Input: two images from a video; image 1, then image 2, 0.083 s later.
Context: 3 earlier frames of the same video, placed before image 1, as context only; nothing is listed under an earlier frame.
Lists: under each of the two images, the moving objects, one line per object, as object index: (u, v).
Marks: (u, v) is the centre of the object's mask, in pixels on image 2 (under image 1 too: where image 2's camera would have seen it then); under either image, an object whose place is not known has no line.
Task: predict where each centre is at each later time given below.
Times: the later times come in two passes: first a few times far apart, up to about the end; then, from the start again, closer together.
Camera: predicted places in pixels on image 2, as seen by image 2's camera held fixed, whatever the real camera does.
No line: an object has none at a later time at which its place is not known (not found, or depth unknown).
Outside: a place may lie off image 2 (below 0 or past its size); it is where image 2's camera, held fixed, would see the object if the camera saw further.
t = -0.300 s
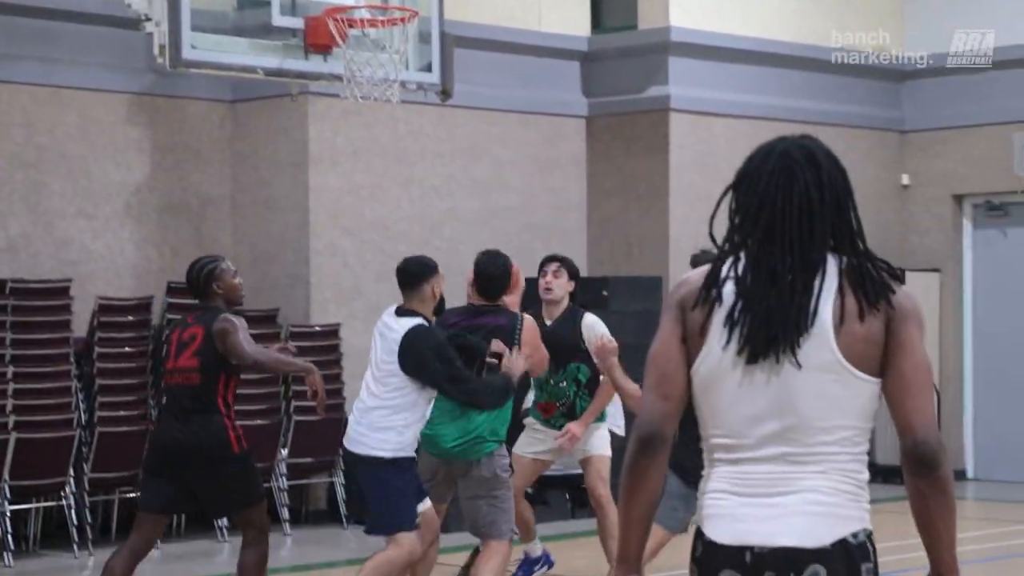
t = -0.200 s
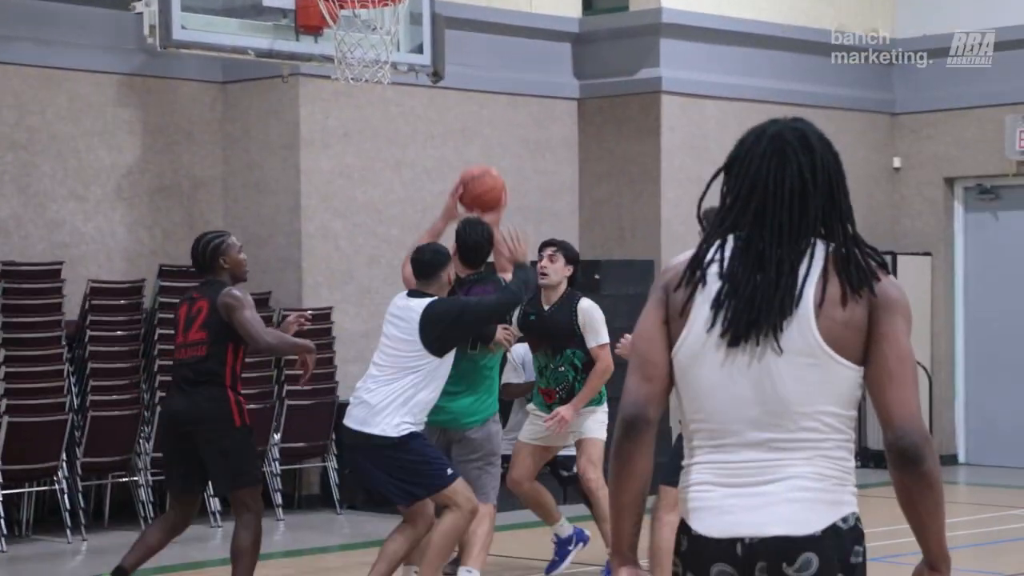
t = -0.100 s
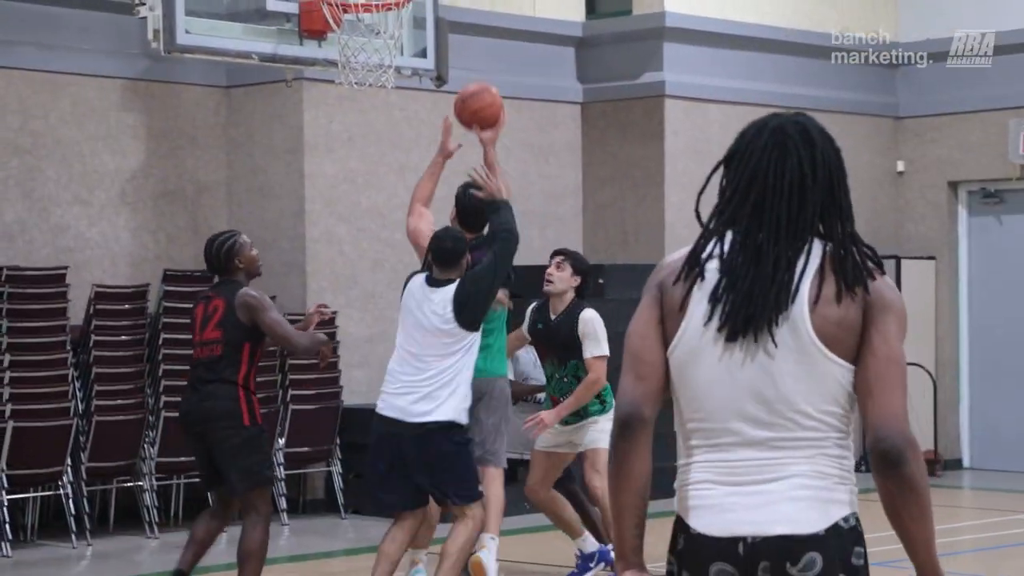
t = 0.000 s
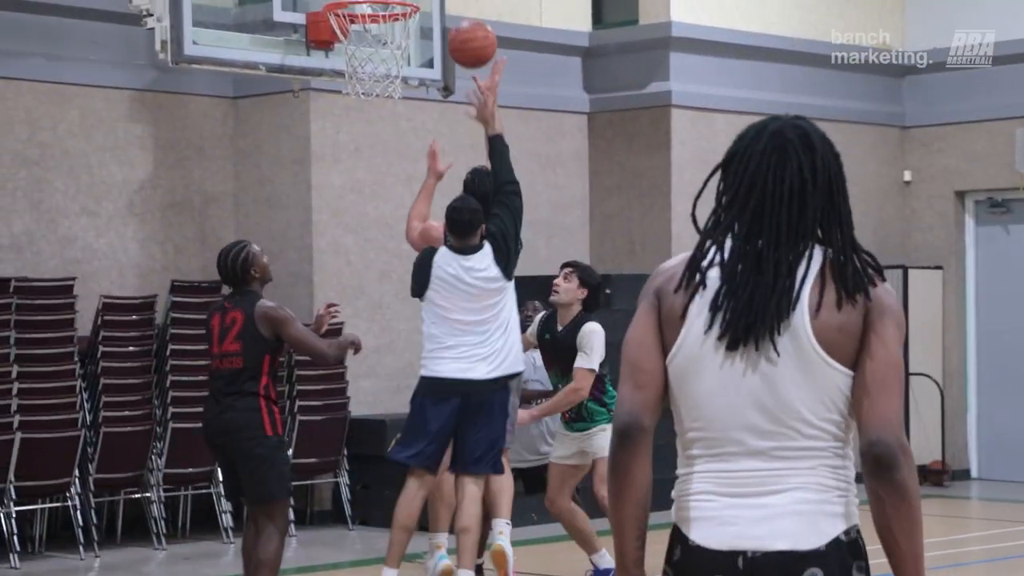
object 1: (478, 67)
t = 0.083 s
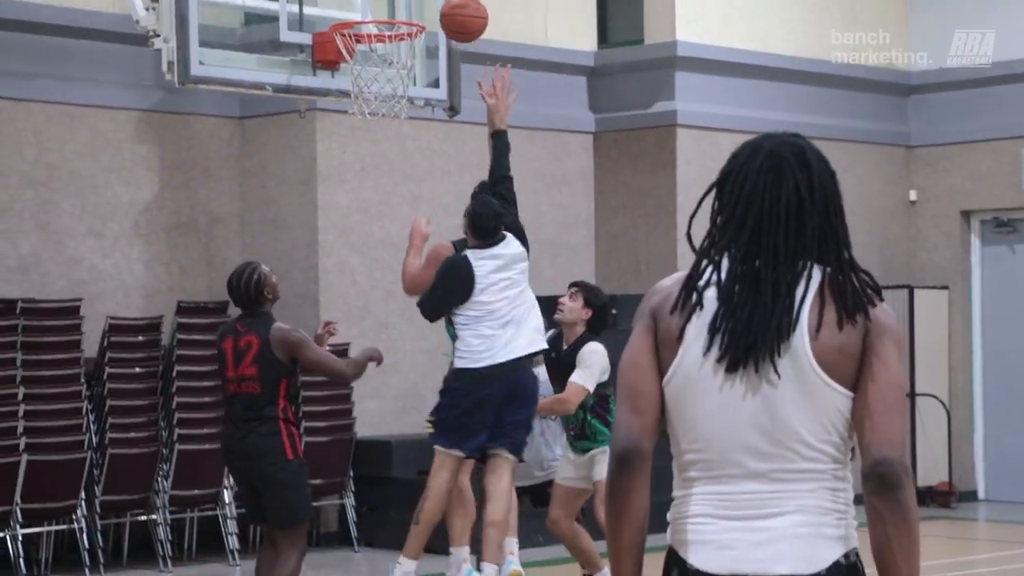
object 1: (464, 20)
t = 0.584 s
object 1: (388, 42)
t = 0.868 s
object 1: (356, 207)
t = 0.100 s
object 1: (460, 12)
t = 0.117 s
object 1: (457, 5)
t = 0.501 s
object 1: (399, 4)
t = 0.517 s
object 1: (397, 8)
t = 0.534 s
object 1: (395, 12)
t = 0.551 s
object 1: (393, 25)
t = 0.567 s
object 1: (389, 34)
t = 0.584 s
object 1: (388, 42)
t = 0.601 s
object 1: (386, 51)
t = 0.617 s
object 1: (383, 59)
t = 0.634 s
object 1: (379, 69)
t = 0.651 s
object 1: (378, 79)
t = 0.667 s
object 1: (378, 89)
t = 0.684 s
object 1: (374, 97)
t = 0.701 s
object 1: (373, 104)
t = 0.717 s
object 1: (371, 113)
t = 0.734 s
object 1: (369, 121)
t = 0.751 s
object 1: (367, 130)
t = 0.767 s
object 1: (366, 139)
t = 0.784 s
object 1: (364, 149)
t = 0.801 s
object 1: (363, 160)
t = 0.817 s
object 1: (361, 171)
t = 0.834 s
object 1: (359, 182)
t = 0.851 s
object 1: (357, 194)
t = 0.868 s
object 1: (356, 207)
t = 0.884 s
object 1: (354, 221)
